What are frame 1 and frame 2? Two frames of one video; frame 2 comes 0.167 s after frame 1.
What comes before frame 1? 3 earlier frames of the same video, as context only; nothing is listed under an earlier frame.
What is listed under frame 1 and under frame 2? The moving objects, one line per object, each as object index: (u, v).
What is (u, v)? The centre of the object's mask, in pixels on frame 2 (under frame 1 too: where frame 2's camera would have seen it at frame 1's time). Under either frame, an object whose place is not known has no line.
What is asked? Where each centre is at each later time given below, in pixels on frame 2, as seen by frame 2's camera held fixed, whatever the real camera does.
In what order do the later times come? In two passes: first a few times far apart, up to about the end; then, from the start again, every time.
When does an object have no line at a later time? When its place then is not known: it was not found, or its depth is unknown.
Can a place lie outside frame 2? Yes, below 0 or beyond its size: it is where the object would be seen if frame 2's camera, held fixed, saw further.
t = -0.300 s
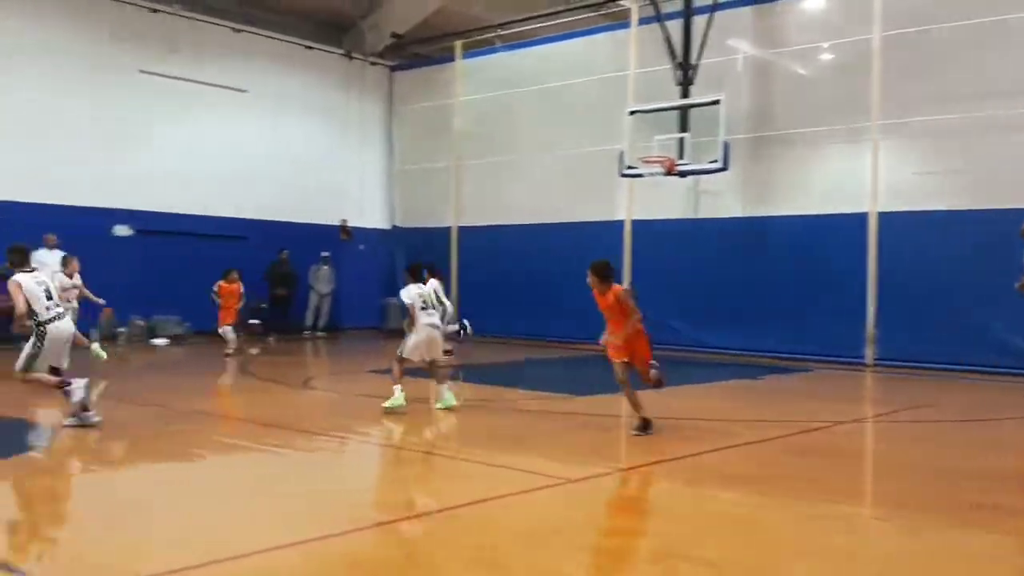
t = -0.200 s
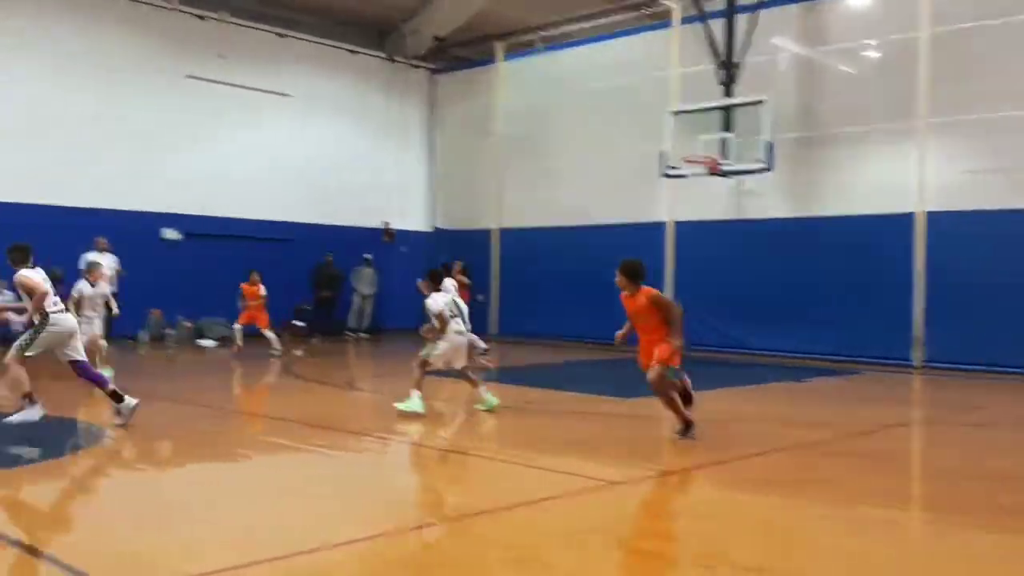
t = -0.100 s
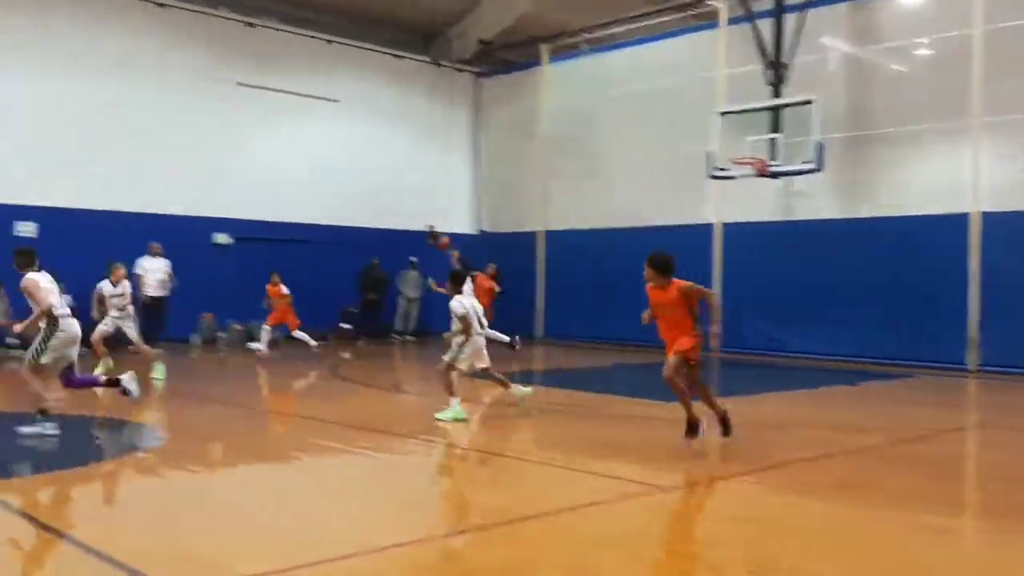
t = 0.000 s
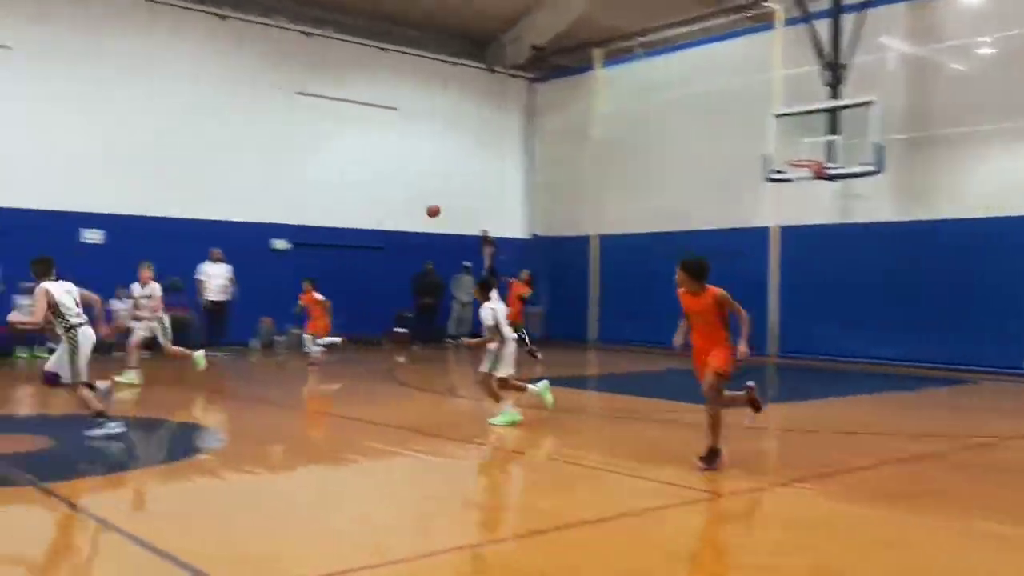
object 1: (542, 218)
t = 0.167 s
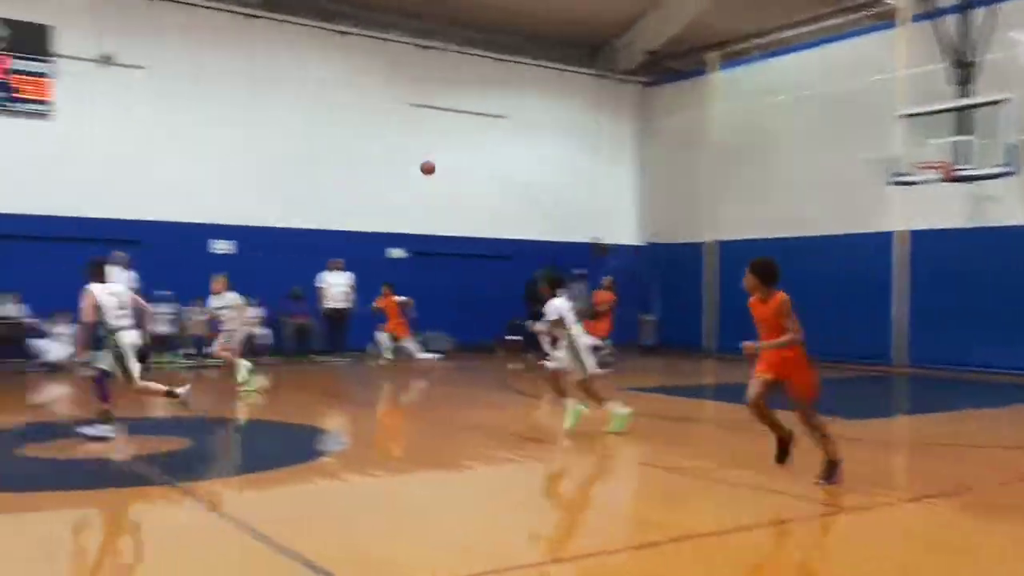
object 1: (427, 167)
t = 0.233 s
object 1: (378, 150)
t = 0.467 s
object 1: (178, 107)
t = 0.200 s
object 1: (404, 159)
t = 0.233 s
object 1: (378, 150)
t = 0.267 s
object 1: (351, 140)
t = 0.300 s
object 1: (325, 134)
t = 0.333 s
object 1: (297, 127)
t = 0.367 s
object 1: (267, 121)
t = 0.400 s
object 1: (238, 116)
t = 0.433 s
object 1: (208, 111)
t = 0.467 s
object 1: (178, 107)
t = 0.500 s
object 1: (146, 103)
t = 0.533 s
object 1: (113, 100)
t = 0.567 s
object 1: (79, 98)
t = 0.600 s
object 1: (46, 98)
